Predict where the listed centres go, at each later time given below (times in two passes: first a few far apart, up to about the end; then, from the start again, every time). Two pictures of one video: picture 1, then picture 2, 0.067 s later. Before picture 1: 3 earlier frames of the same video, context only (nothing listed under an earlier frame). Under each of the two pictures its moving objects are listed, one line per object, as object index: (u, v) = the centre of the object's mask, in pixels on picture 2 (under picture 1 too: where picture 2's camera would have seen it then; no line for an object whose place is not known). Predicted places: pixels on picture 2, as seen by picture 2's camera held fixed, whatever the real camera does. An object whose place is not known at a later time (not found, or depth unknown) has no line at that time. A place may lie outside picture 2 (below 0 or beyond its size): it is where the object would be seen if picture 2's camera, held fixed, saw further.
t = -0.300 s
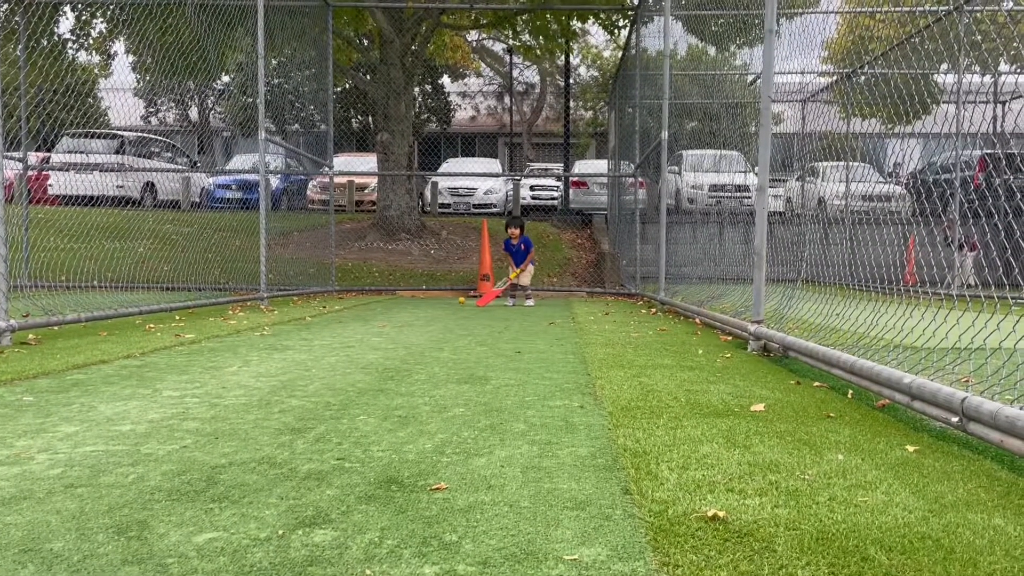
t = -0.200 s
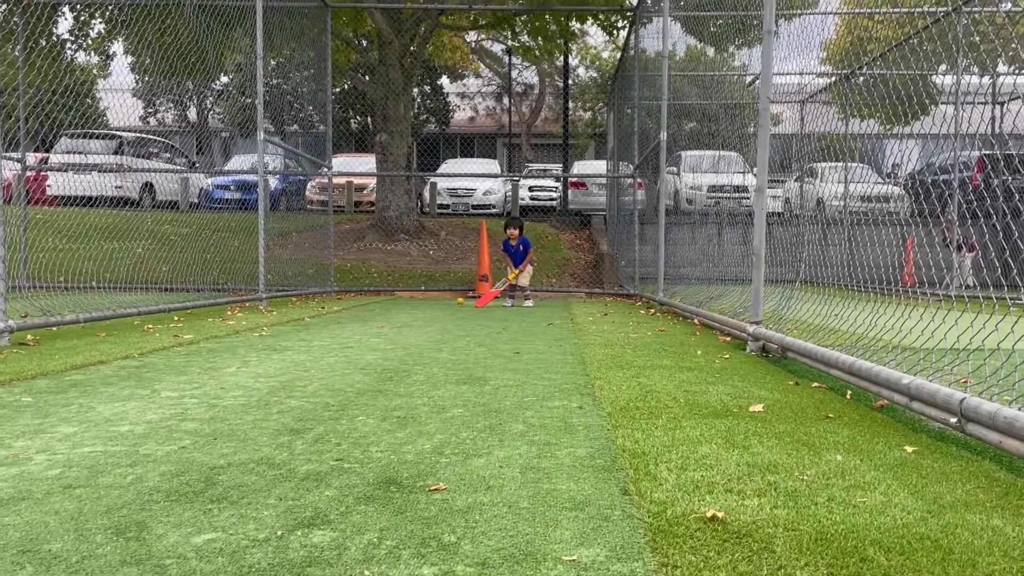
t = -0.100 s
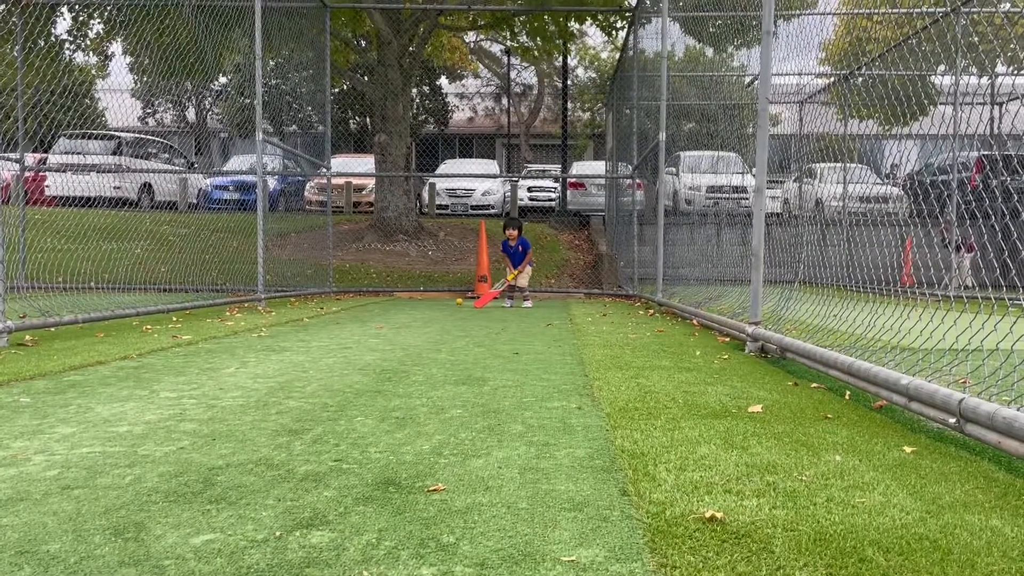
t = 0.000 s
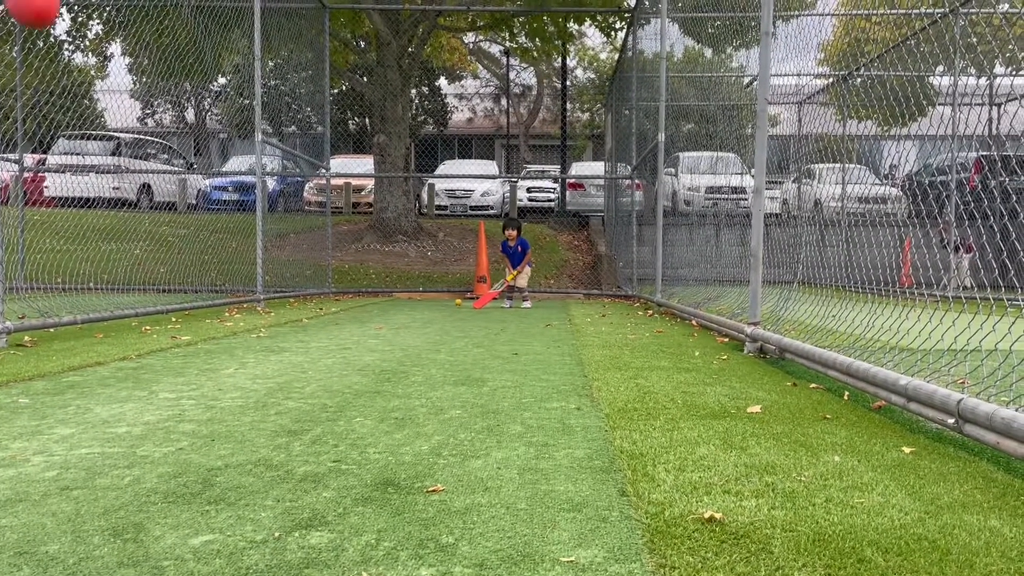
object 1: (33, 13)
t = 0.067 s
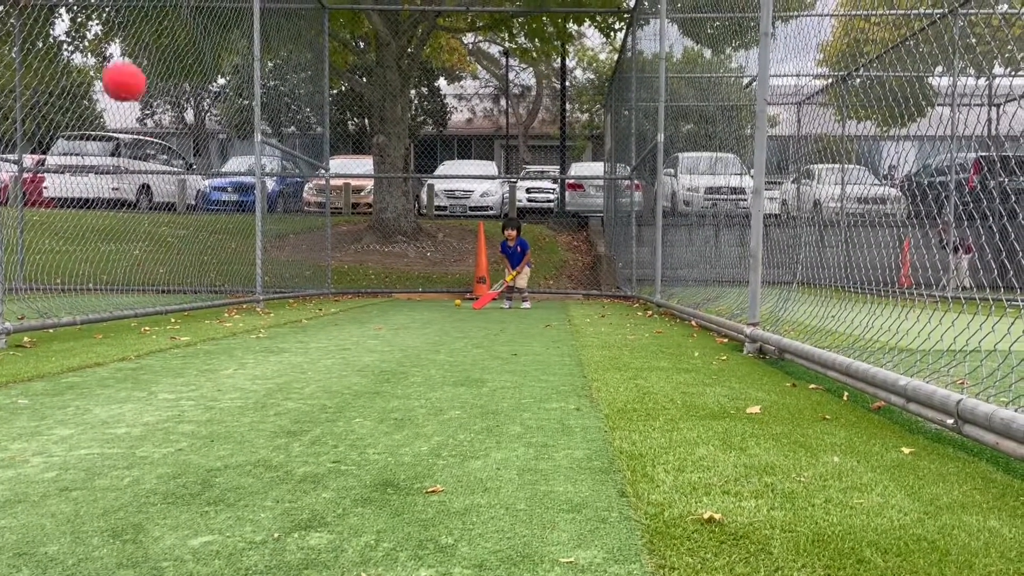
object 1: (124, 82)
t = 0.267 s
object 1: (271, 313)
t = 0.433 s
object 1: (318, 308)
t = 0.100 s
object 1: (159, 121)
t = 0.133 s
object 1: (188, 159)
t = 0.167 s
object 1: (213, 199)
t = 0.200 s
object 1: (235, 236)
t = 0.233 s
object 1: (254, 275)
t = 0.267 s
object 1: (271, 313)
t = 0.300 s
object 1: (287, 352)
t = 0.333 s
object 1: (300, 392)
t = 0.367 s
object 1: (306, 364)
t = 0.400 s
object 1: (312, 333)
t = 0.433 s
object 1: (318, 308)
